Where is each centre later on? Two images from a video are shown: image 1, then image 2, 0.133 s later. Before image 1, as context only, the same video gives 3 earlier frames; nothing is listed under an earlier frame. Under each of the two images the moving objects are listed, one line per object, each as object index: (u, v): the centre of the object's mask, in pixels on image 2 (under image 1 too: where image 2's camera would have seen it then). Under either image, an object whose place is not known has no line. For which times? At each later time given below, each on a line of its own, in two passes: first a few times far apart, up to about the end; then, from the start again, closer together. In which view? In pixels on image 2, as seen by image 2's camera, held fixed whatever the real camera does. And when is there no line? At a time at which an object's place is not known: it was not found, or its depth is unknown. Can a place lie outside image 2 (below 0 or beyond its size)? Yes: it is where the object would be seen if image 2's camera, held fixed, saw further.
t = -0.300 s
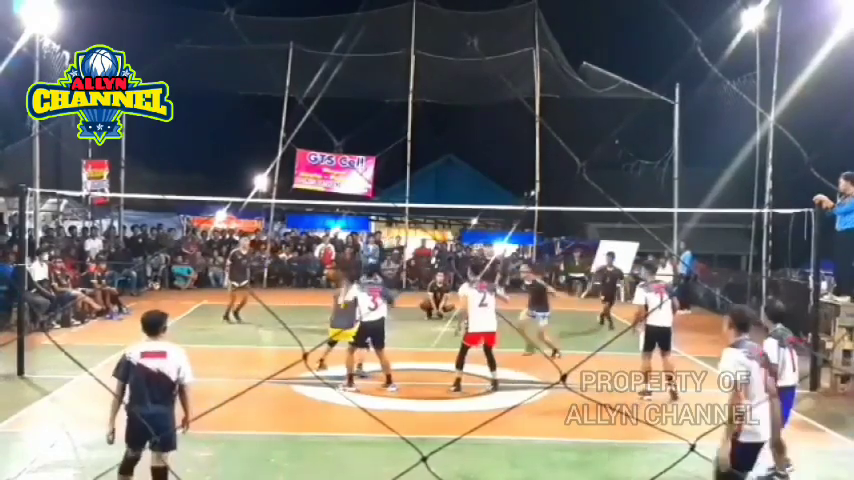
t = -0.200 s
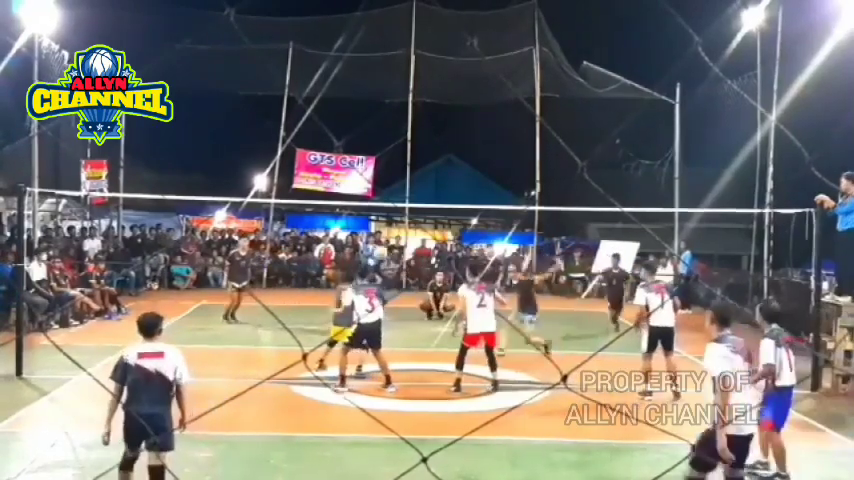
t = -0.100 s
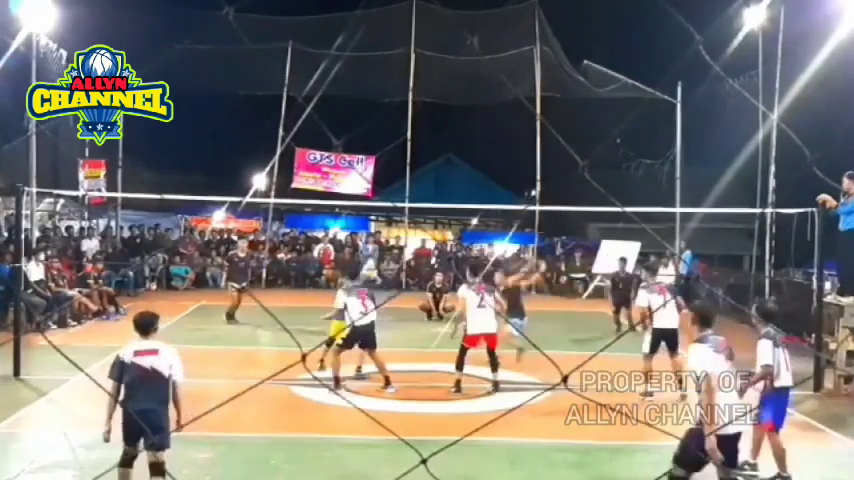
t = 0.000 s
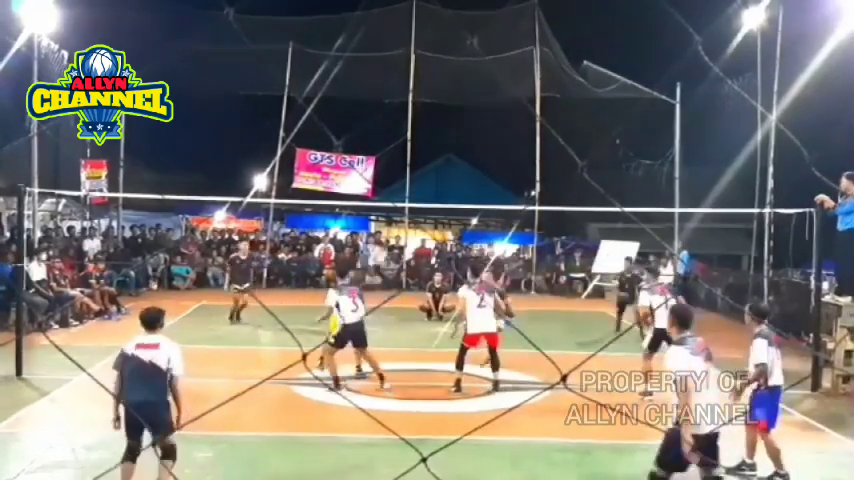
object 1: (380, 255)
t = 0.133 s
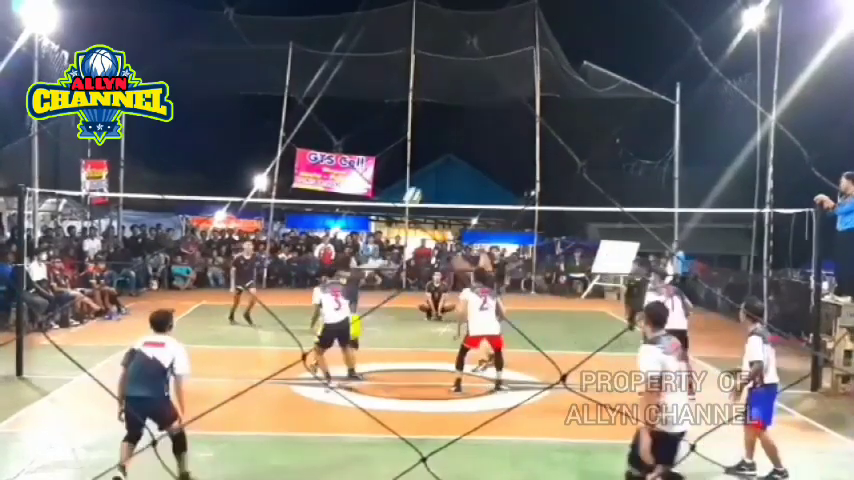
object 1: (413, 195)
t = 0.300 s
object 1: (453, 140)
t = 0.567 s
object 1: (517, 90)
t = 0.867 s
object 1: (585, 91)
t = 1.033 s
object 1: (620, 118)
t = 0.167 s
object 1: (421, 183)
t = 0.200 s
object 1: (429, 171)
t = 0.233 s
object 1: (437, 160)
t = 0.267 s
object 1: (446, 150)
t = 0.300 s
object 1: (453, 140)
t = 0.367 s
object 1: (470, 123)
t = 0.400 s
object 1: (477, 116)
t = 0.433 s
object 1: (486, 109)
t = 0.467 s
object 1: (493, 104)
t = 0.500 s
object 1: (502, 98)
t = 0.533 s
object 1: (509, 94)
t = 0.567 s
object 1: (517, 90)
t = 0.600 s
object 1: (525, 87)
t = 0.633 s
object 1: (533, 86)
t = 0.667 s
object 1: (541, 84)
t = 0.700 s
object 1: (548, 84)
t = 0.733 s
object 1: (556, 84)
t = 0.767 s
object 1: (563, 84)
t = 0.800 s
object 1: (570, 86)
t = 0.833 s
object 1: (578, 88)
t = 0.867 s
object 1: (585, 91)
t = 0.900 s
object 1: (593, 95)
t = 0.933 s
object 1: (600, 100)
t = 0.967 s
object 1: (607, 105)
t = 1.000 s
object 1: (614, 112)
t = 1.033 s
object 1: (620, 118)
